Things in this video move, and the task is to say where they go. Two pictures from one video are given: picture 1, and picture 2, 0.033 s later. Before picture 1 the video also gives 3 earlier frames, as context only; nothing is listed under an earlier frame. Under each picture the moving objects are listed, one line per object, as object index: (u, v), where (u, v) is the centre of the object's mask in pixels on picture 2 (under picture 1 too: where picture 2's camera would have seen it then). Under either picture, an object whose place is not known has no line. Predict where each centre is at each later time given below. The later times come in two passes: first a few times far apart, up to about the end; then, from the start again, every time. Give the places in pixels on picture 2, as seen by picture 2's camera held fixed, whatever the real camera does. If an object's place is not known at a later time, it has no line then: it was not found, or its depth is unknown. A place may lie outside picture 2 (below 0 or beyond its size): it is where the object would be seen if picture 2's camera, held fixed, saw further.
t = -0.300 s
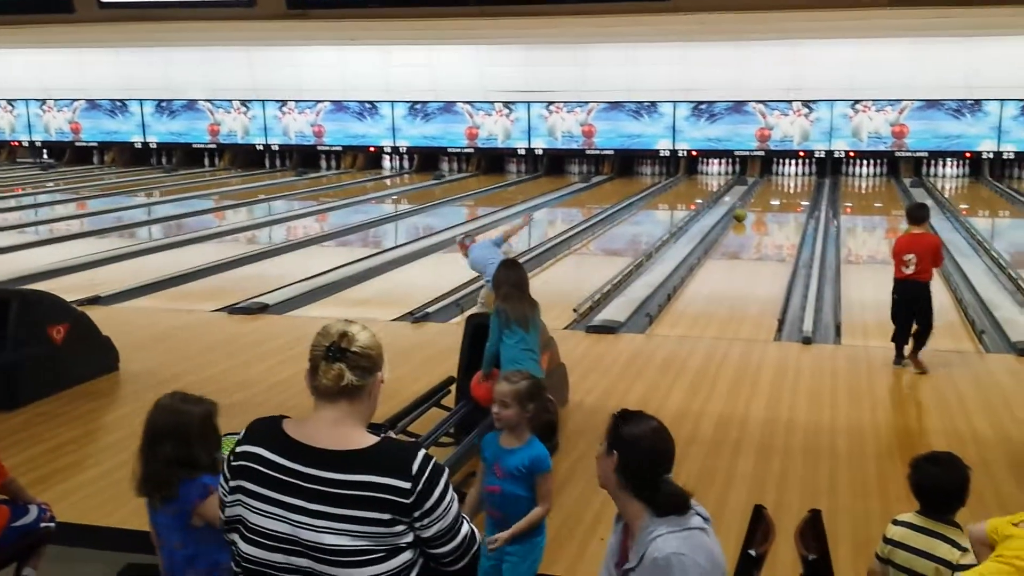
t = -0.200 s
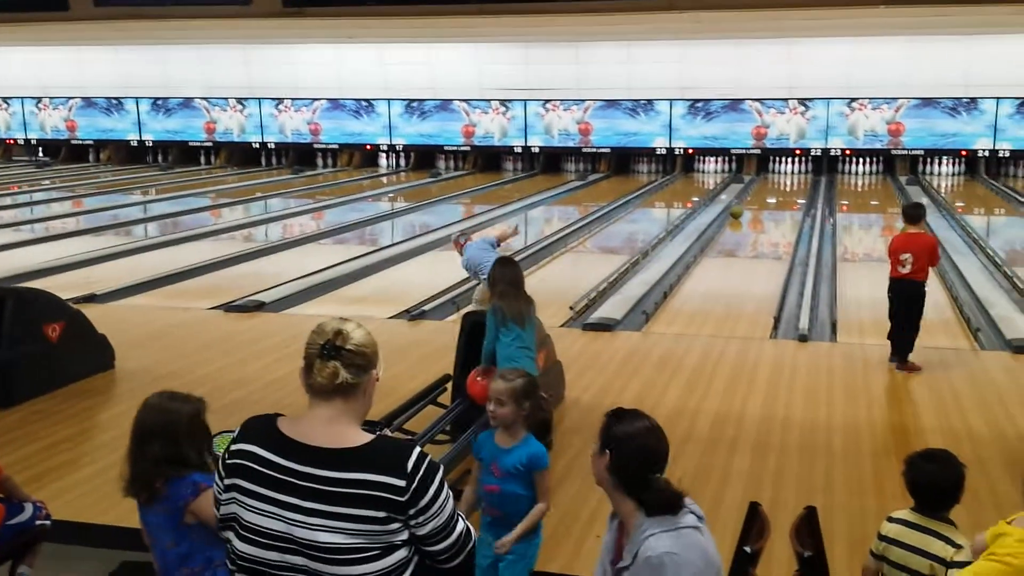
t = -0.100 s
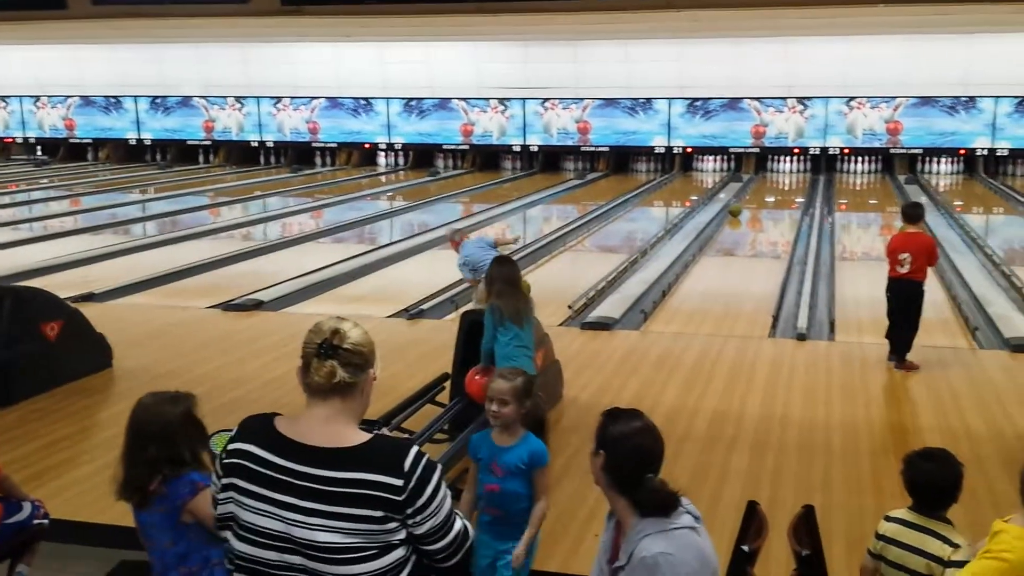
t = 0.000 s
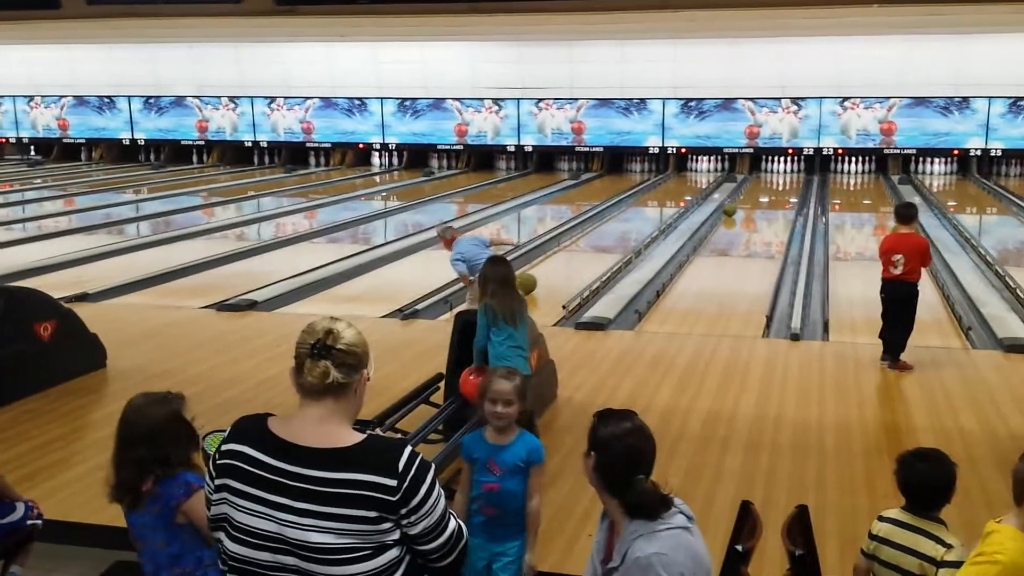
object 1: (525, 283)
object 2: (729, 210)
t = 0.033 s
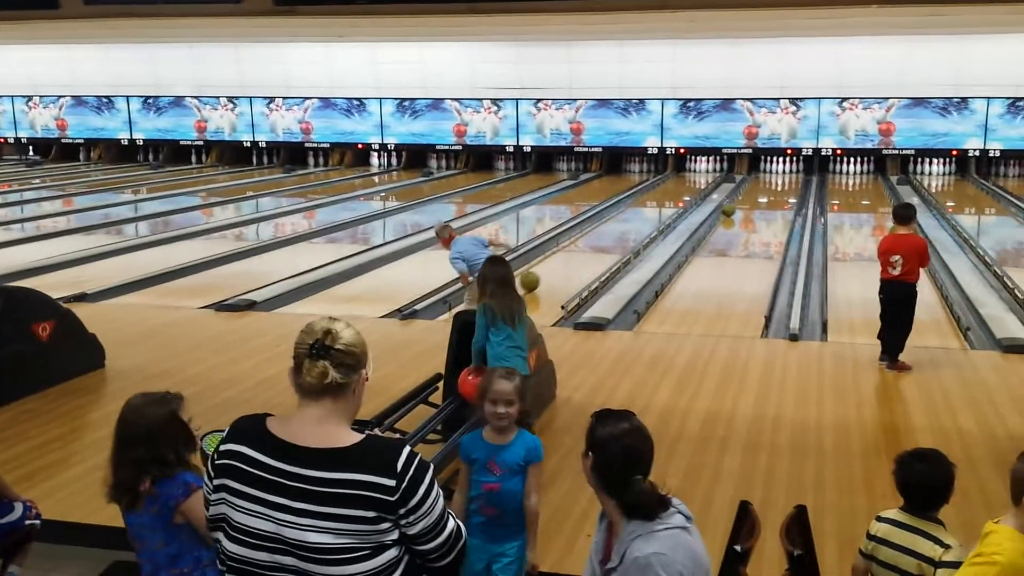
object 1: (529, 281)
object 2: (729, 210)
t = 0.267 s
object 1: (554, 267)
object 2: (728, 208)
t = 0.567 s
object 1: (580, 252)
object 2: (729, 204)
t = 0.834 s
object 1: (600, 242)
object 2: (728, 203)
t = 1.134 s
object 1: (619, 232)
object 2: (729, 201)
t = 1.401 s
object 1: (634, 224)
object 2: (729, 201)
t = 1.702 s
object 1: (647, 217)
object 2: (728, 199)
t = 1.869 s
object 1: (654, 214)
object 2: (727, 198)
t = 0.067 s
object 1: (533, 279)
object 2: (728, 209)
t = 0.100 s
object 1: (537, 277)
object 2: (728, 209)
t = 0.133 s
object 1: (540, 275)
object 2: (728, 209)
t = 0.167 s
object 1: (544, 273)
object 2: (728, 208)
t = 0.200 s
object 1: (547, 271)
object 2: (728, 208)
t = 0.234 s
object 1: (550, 269)
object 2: (728, 208)
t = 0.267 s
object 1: (554, 267)
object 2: (728, 208)
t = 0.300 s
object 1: (557, 265)
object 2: (729, 206)
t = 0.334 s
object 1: (560, 263)
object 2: (728, 207)
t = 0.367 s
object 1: (563, 262)
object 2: (728, 206)
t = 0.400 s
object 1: (566, 260)
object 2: (728, 206)
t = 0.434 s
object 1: (569, 258)
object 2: (729, 205)
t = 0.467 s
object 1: (572, 256)
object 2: (729, 204)
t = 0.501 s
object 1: (575, 255)
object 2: (729, 205)
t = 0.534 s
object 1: (577, 254)
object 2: (729, 204)
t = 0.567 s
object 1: (580, 252)
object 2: (729, 204)
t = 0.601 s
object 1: (583, 251)
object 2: (728, 205)
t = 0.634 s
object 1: (585, 250)
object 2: (729, 204)
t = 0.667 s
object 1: (588, 248)
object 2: (729, 203)
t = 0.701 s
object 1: (591, 247)
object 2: (729, 203)
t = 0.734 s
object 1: (593, 245)
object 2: (729, 203)
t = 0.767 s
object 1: (595, 244)
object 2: (728, 203)
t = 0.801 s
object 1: (598, 242)
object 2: (728, 202)
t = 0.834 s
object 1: (600, 242)
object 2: (728, 203)
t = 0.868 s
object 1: (602, 240)
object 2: (729, 202)
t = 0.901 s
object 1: (604, 239)
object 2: (729, 202)
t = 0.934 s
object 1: (607, 238)
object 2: (729, 201)
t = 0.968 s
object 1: (609, 236)
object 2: (729, 201)
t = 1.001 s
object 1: (611, 235)
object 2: (729, 201)
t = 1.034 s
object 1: (613, 235)
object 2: (729, 201)
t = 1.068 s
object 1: (615, 234)
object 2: (729, 201)
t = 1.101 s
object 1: (617, 233)
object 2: (729, 200)
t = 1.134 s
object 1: (619, 232)
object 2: (729, 201)
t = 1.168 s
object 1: (621, 231)
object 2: (729, 201)
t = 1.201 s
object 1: (623, 230)
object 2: (729, 201)
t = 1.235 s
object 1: (625, 229)
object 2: (729, 201)
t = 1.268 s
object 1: (626, 228)
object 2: (729, 201)
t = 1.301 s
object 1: (628, 227)
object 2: (729, 201)
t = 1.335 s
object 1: (630, 226)
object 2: (729, 201)
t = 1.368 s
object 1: (632, 225)
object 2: (729, 201)
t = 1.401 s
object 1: (634, 224)
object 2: (729, 201)
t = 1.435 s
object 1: (636, 223)
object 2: (729, 200)
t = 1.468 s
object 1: (637, 222)
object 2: (729, 200)
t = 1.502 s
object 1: (639, 222)
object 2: (730, 200)
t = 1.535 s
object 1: (640, 220)
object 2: (730, 199)
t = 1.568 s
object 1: (642, 220)
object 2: (730, 199)
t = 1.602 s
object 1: (643, 219)
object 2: (729, 199)
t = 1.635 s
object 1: (645, 218)
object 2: (729, 199)
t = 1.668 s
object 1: (646, 218)
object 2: (728, 199)
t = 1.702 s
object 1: (647, 217)
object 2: (728, 199)
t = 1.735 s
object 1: (649, 216)
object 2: (728, 199)
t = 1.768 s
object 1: (650, 216)
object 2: (728, 199)
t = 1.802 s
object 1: (651, 214)
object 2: (728, 198)
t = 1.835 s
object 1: (653, 214)
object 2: (728, 198)
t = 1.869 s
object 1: (654, 214)
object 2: (727, 198)
